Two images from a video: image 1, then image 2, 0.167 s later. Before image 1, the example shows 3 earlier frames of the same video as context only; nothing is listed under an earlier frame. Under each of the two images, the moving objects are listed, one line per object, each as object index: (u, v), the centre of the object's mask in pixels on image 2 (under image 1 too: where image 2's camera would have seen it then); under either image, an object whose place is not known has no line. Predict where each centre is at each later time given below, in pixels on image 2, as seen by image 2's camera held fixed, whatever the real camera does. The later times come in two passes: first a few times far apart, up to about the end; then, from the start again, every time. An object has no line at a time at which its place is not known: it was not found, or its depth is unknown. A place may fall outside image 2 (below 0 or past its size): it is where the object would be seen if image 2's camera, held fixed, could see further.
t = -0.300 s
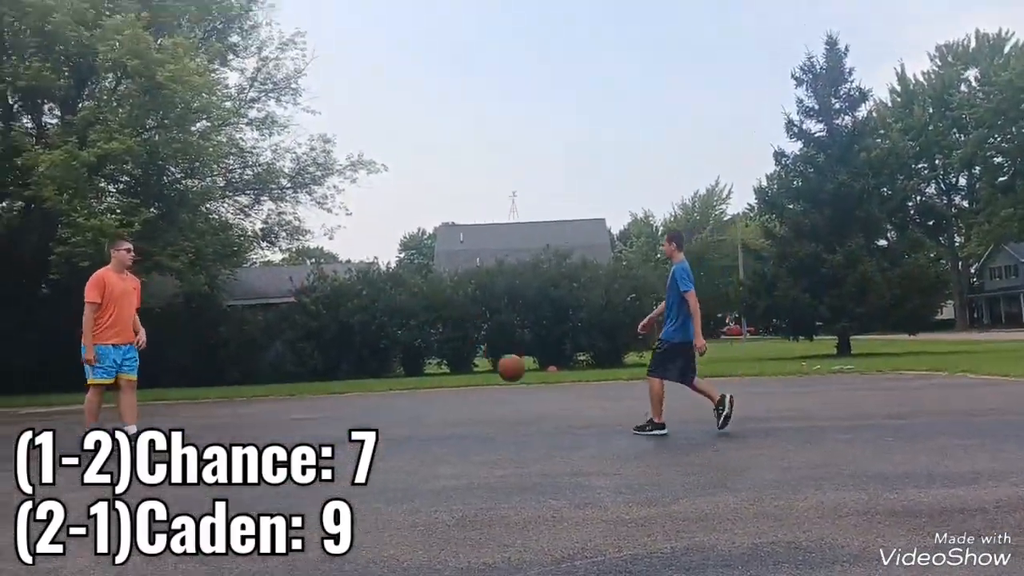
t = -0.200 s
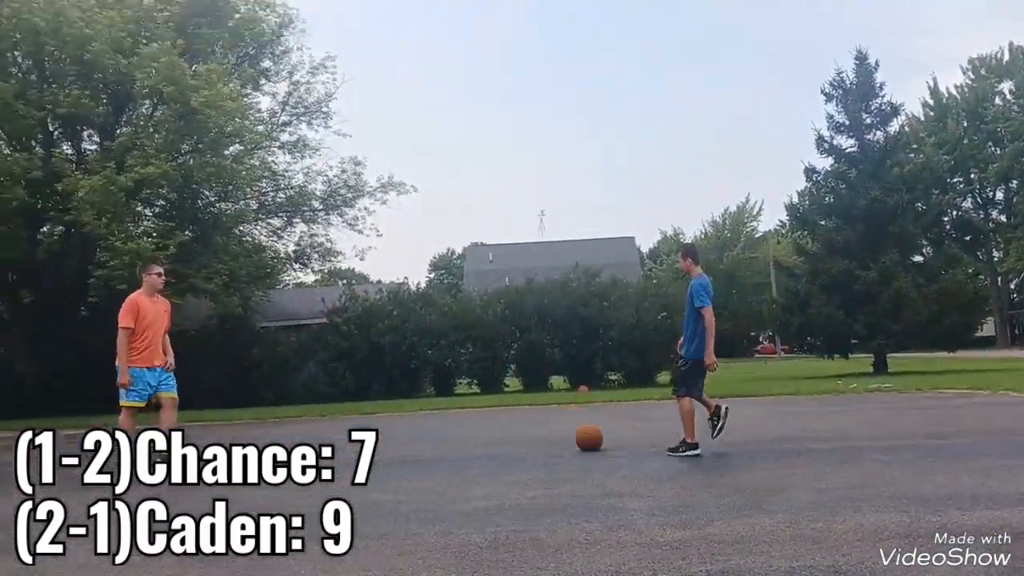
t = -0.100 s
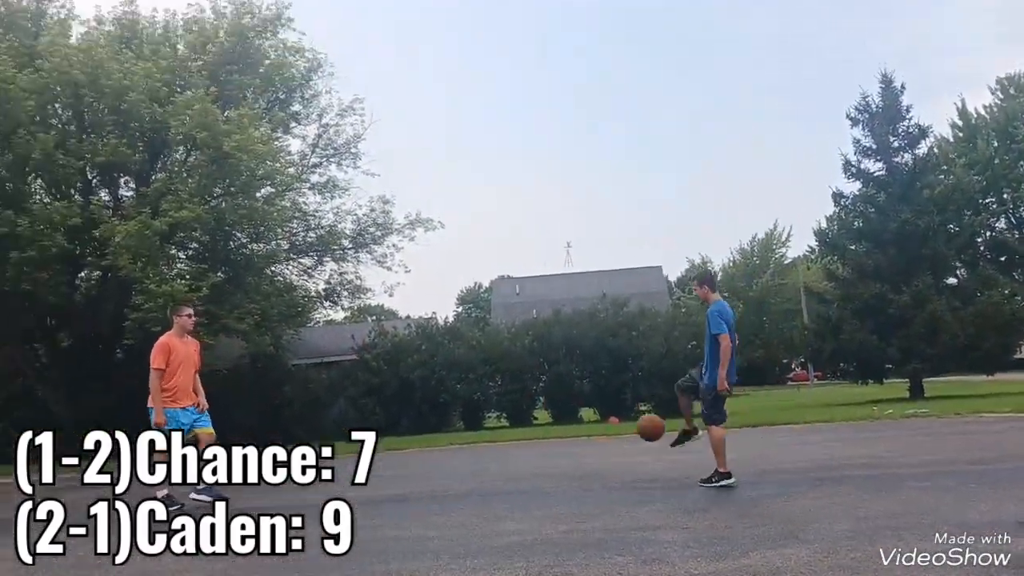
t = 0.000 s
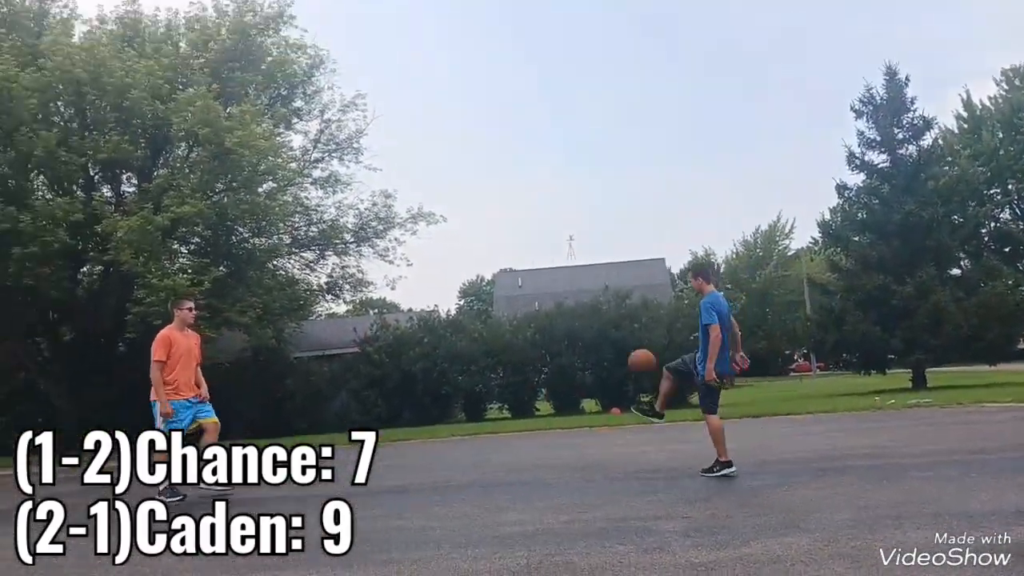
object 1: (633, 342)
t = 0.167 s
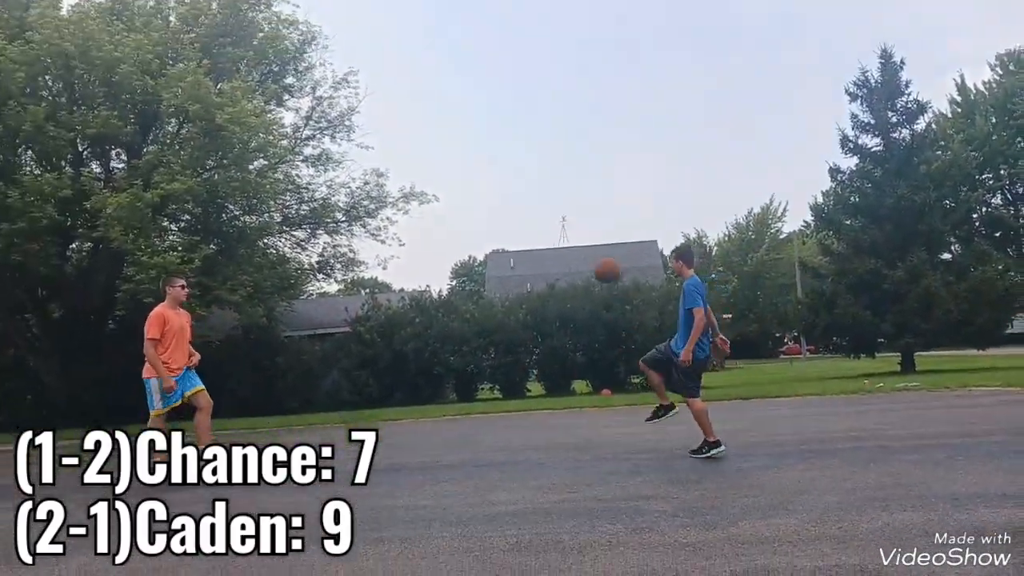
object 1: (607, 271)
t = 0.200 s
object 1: (602, 260)
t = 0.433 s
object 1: (573, 216)
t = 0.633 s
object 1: (552, 223)
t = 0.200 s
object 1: (602, 260)
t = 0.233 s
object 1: (597, 250)
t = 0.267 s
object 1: (593, 241)
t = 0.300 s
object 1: (589, 234)
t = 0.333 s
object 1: (585, 228)
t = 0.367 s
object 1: (581, 223)
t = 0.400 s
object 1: (577, 219)
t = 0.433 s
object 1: (573, 216)
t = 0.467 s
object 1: (569, 215)
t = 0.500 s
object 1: (566, 214)
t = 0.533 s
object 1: (562, 215)
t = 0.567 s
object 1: (559, 216)
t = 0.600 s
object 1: (555, 219)
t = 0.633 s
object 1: (552, 223)
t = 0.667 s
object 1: (549, 228)
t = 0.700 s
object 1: (546, 234)
